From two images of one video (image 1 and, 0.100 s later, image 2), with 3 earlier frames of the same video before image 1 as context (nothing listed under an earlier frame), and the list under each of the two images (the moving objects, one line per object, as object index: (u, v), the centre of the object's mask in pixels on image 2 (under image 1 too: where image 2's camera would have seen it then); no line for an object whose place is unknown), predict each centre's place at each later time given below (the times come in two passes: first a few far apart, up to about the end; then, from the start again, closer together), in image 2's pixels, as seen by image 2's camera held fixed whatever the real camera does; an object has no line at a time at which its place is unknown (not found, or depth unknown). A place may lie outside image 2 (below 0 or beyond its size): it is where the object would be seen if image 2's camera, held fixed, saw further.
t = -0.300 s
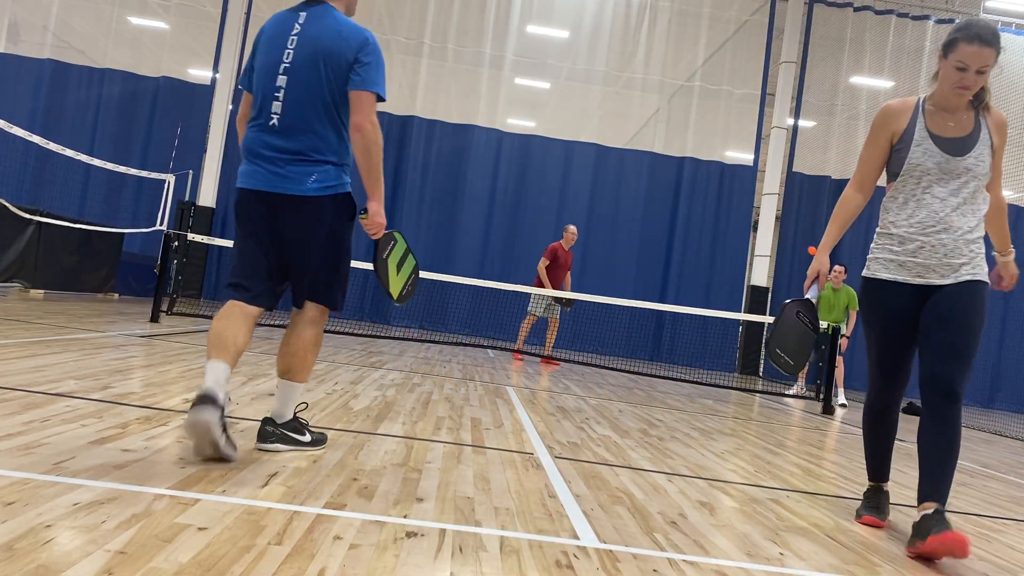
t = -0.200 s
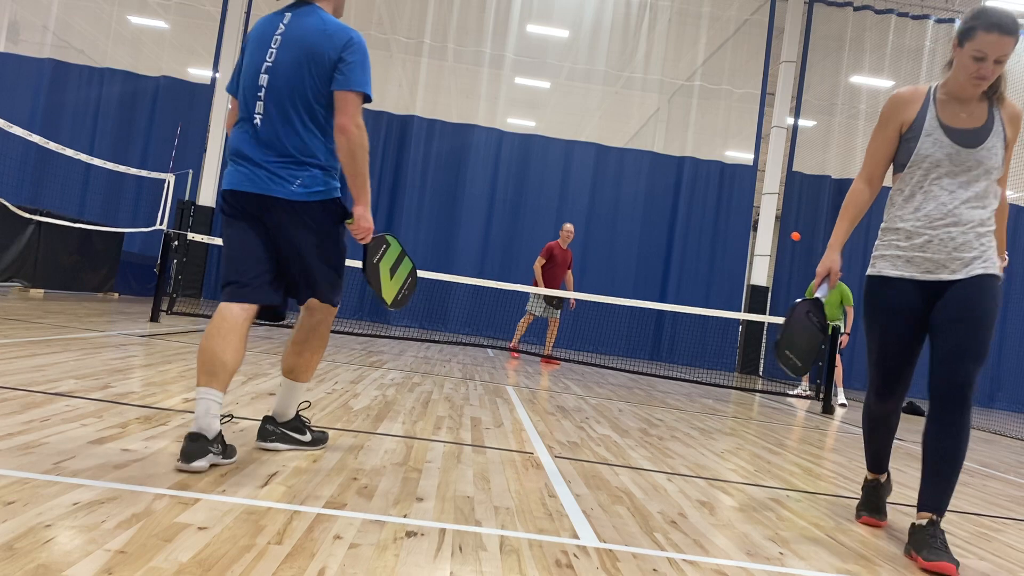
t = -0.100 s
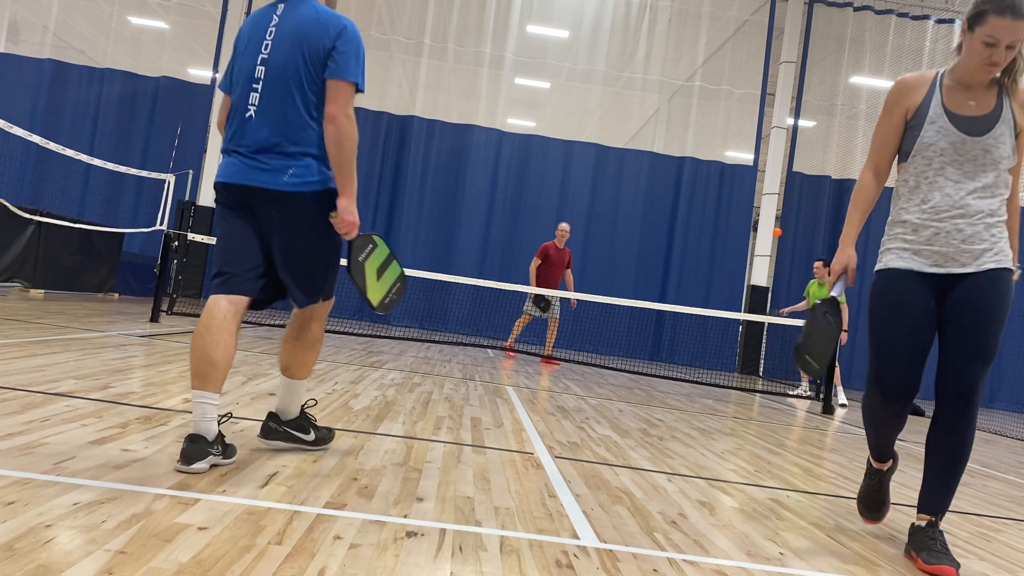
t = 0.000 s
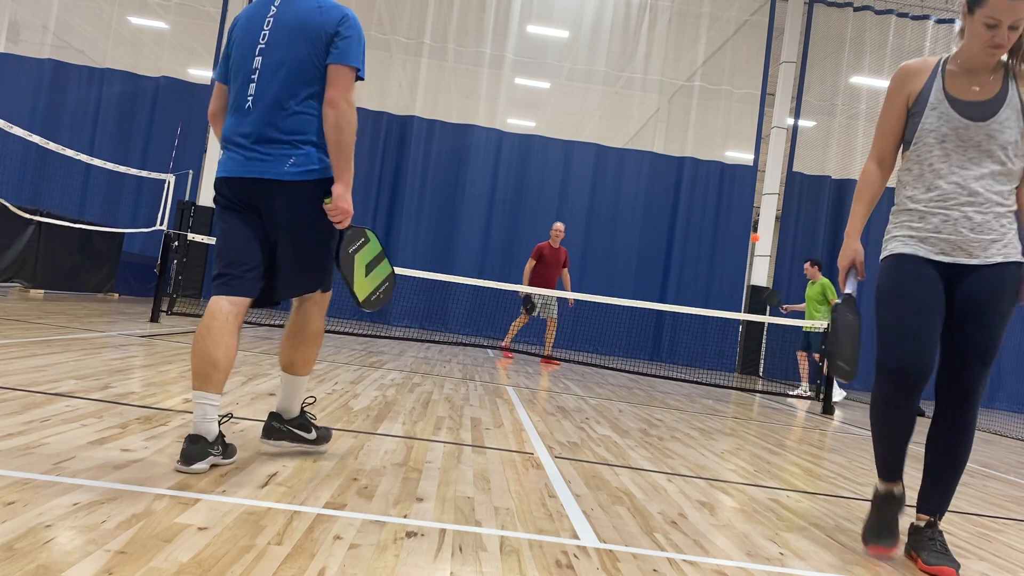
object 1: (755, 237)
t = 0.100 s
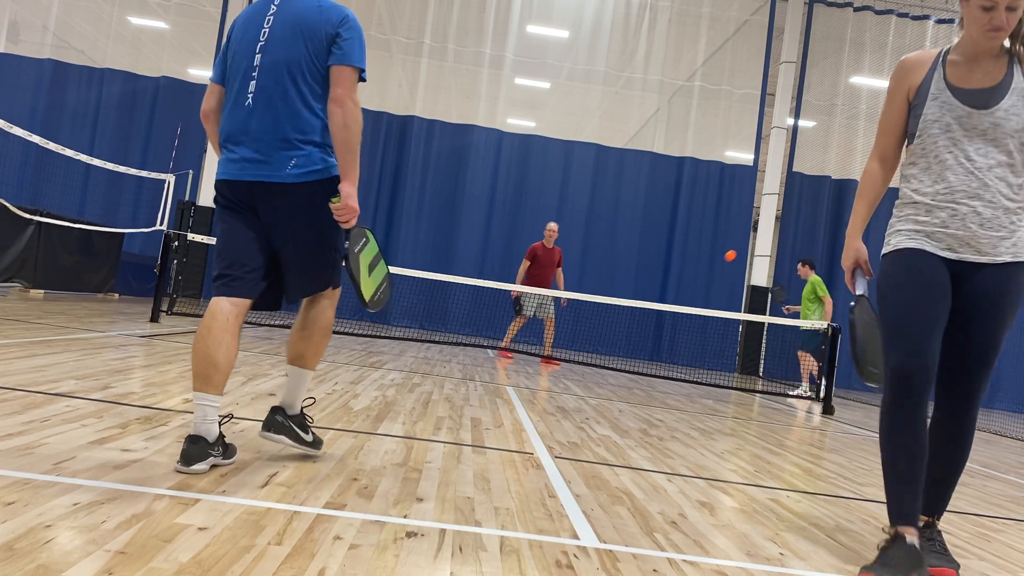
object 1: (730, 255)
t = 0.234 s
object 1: (692, 299)
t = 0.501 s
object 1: (620, 366)
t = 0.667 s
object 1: (599, 319)
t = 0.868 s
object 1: (563, 312)
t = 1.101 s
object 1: (506, 387)
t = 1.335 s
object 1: (457, 351)
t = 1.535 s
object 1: (401, 372)
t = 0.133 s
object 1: (721, 264)
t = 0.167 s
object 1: (712, 274)
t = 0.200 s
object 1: (702, 286)
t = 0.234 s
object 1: (692, 299)
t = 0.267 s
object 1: (680, 316)
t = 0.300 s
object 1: (670, 331)
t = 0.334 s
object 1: (659, 350)
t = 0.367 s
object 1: (647, 370)
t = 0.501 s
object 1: (620, 366)
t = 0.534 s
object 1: (617, 354)
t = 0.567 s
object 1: (612, 343)
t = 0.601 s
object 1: (608, 333)
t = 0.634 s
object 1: (603, 325)
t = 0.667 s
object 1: (599, 319)
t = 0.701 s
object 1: (594, 314)
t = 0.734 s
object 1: (588, 310)
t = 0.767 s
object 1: (582, 308)
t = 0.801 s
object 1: (576, 308)
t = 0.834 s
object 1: (570, 309)
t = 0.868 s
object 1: (563, 312)
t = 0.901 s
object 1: (556, 317)
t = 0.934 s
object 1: (549, 324)
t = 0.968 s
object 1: (541, 333)
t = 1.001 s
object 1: (533, 343)
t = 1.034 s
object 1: (524, 356)
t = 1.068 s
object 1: (515, 370)
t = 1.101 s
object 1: (506, 387)
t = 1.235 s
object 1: (479, 367)
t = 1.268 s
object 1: (472, 359)
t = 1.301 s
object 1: (465, 354)
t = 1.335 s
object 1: (457, 351)
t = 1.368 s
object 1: (449, 349)
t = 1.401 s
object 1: (440, 349)
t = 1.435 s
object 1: (431, 352)
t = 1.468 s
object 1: (422, 356)
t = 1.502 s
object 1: (412, 363)
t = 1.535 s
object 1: (401, 372)
